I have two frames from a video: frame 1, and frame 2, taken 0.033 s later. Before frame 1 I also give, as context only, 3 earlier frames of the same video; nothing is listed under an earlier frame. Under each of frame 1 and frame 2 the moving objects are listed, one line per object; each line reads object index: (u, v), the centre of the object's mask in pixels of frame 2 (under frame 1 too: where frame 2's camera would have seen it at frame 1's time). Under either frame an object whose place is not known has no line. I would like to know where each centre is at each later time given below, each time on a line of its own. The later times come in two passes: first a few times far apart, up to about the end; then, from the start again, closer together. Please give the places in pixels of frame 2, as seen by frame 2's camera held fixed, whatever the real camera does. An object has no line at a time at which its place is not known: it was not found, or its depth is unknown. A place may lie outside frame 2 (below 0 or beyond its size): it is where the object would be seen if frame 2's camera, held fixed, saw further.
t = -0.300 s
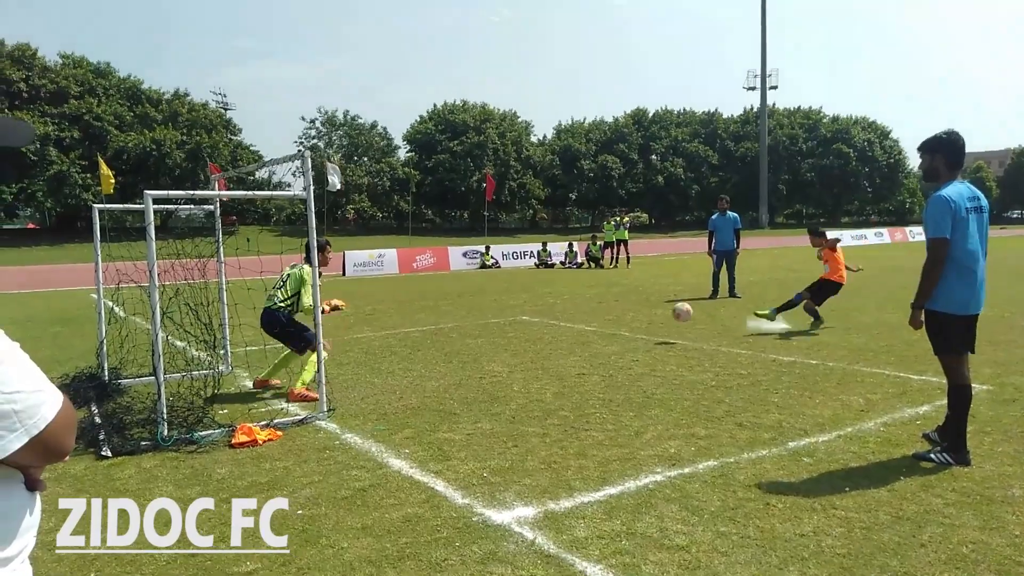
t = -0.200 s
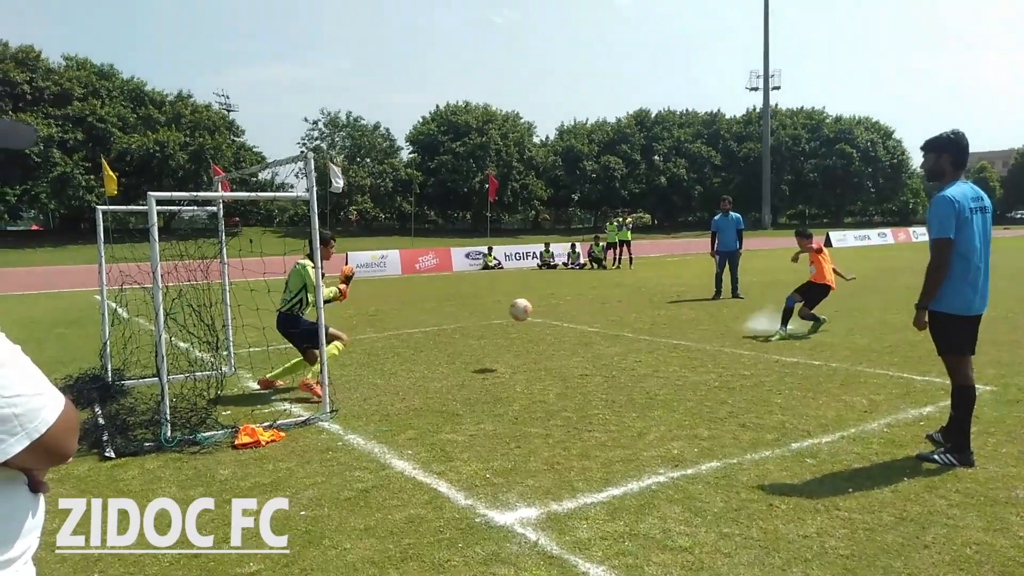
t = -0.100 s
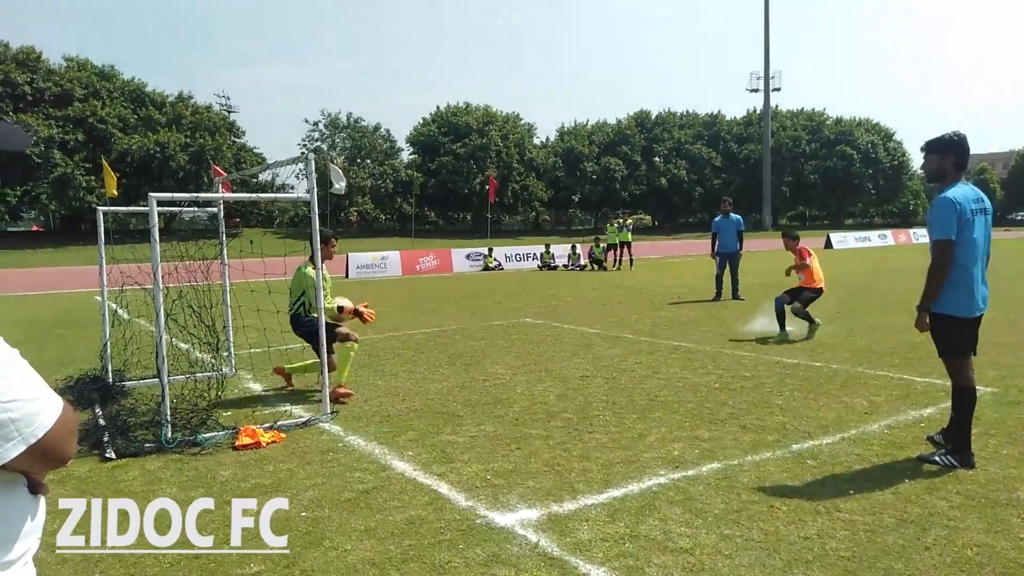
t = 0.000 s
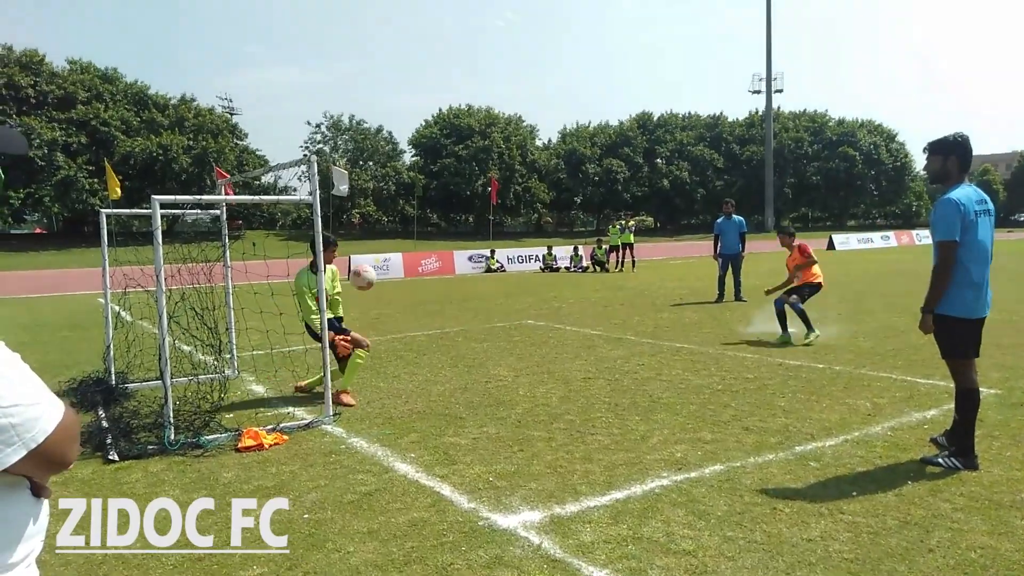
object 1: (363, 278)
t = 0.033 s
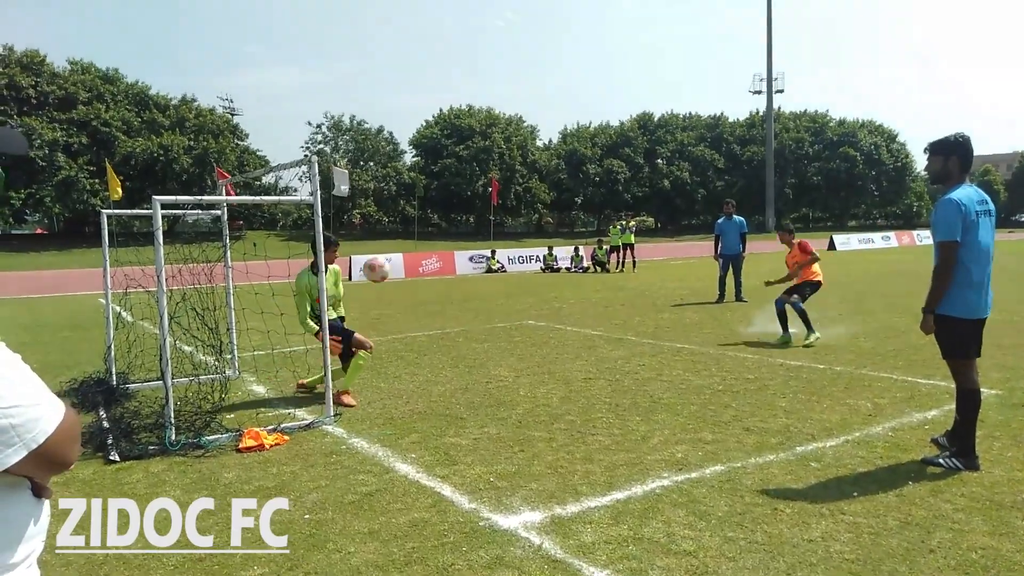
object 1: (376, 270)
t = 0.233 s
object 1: (459, 246)
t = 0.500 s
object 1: (582, 291)
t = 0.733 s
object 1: (696, 398)
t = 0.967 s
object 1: (701, 324)
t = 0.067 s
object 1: (389, 263)
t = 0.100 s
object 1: (403, 257)
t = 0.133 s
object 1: (417, 252)
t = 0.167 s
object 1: (431, 249)
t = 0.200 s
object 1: (445, 247)
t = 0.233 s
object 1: (459, 246)
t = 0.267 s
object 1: (473, 248)
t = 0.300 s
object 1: (488, 250)
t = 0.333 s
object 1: (504, 253)
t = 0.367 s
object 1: (518, 257)
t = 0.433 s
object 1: (550, 271)
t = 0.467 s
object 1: (565, 280)
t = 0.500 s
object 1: (582, 291)
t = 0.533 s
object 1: (599, 303)
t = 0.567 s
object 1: (615, 317)
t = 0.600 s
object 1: (632, 332)
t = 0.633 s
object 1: (649, 349)
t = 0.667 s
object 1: (666, 367)
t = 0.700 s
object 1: (684, 387)
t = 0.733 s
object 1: (696, 398)
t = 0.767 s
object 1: (696, 382)
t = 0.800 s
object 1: (697, 370)
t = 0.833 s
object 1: (698, 358)
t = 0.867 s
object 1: (699, 347)
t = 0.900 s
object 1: (700, 338)
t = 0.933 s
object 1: (701, 331)
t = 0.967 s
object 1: (701, 324)
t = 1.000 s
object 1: (703, 319)
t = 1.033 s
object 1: (704, 316)
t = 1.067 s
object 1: (706, 314)
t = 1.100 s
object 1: (707, 313)
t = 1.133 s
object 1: (708, 314)
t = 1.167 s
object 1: (710, 317)
